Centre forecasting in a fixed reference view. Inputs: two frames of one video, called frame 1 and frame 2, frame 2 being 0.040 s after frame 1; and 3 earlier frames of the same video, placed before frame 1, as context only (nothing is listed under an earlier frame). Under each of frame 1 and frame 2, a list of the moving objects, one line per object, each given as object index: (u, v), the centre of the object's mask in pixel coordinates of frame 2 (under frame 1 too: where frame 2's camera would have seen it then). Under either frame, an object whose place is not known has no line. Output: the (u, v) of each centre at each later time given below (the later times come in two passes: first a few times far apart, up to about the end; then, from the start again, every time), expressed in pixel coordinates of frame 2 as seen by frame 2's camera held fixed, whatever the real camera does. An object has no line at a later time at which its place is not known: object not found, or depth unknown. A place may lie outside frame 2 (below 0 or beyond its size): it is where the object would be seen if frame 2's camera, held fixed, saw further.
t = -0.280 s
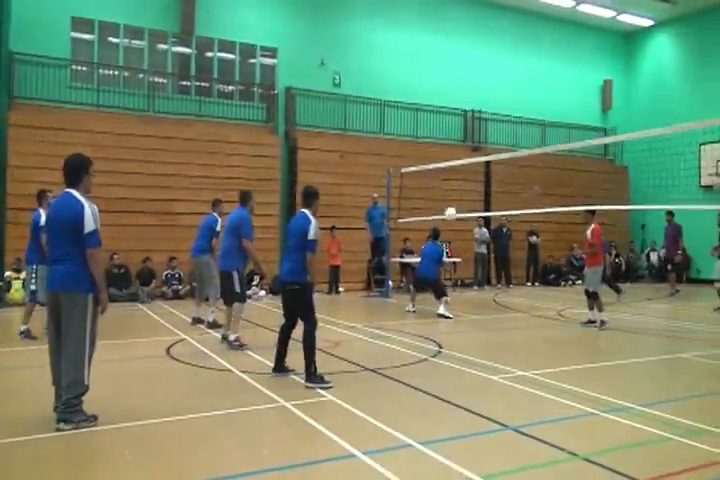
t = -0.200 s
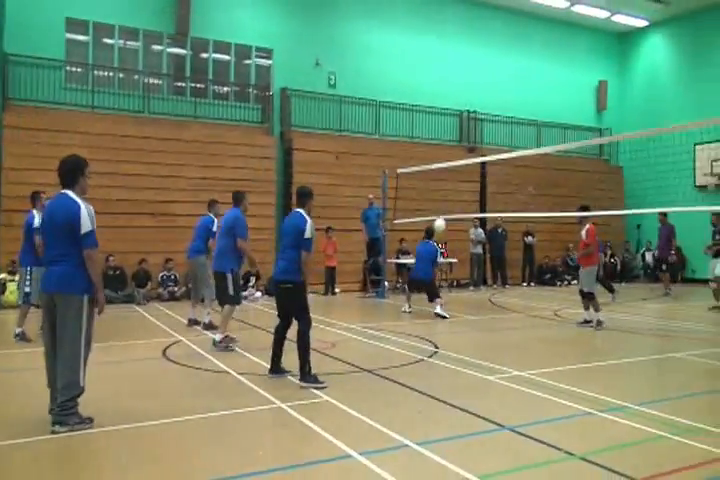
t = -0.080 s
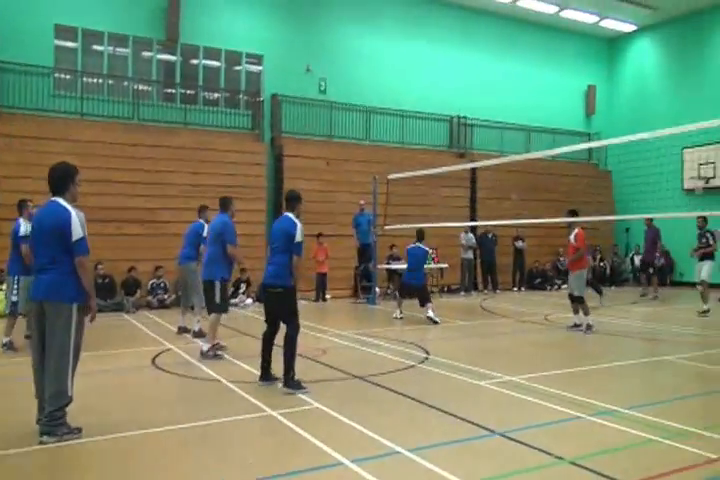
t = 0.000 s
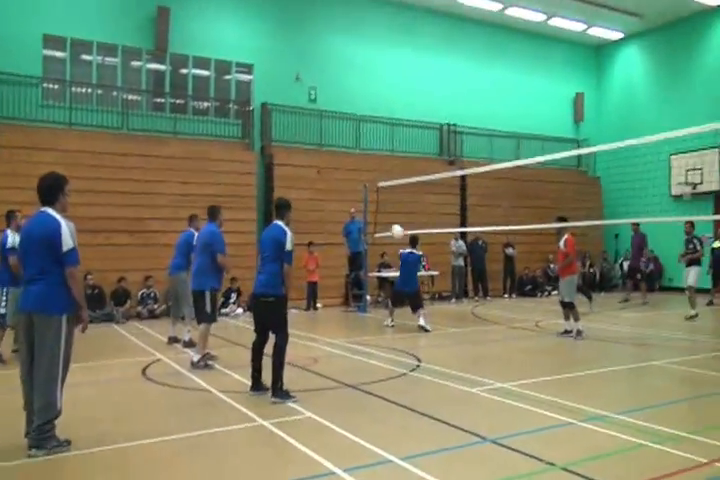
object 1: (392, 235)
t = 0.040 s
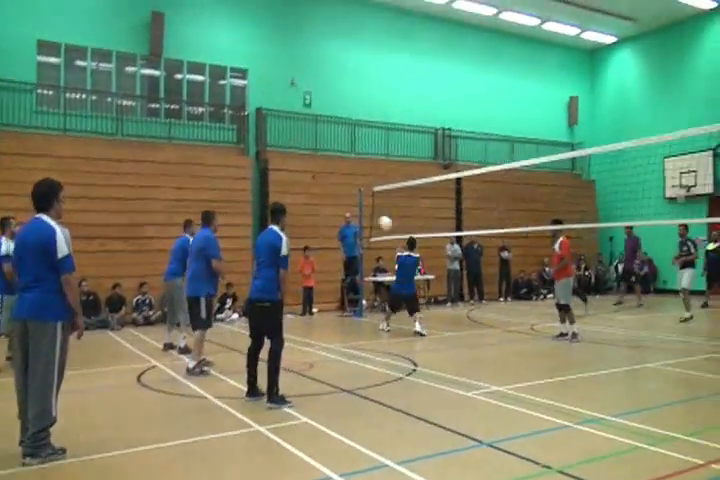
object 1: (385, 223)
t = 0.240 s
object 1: (349, 171)
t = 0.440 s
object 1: (314, 145)
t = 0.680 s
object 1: (267, 148)
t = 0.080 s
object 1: (378, 210)
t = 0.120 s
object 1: (371, 200)
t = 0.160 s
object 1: (364, 190)
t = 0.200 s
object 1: (357, 180)
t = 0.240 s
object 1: (349, 171)
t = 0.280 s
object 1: (342, 164)
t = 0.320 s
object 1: (335, 158)
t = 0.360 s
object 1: (328, 153)
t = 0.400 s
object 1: (321, 148)
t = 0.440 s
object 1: (314, 145)
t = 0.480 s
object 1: (306, 143)
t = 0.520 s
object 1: (298, 141)
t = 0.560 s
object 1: (291, 141)
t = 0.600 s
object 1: (283, 142)
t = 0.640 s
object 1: (275, 145)
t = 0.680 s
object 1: (267, 148)
